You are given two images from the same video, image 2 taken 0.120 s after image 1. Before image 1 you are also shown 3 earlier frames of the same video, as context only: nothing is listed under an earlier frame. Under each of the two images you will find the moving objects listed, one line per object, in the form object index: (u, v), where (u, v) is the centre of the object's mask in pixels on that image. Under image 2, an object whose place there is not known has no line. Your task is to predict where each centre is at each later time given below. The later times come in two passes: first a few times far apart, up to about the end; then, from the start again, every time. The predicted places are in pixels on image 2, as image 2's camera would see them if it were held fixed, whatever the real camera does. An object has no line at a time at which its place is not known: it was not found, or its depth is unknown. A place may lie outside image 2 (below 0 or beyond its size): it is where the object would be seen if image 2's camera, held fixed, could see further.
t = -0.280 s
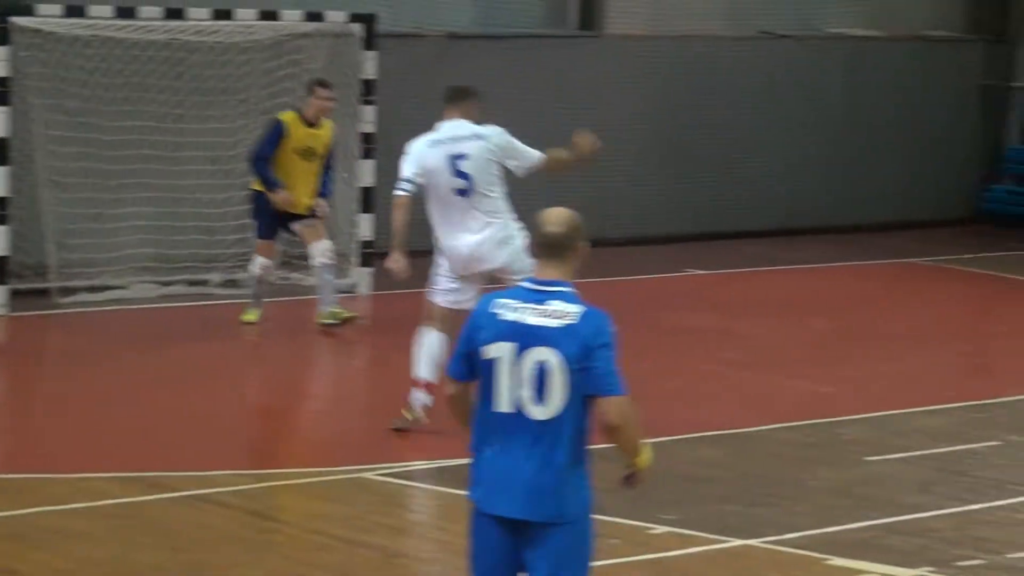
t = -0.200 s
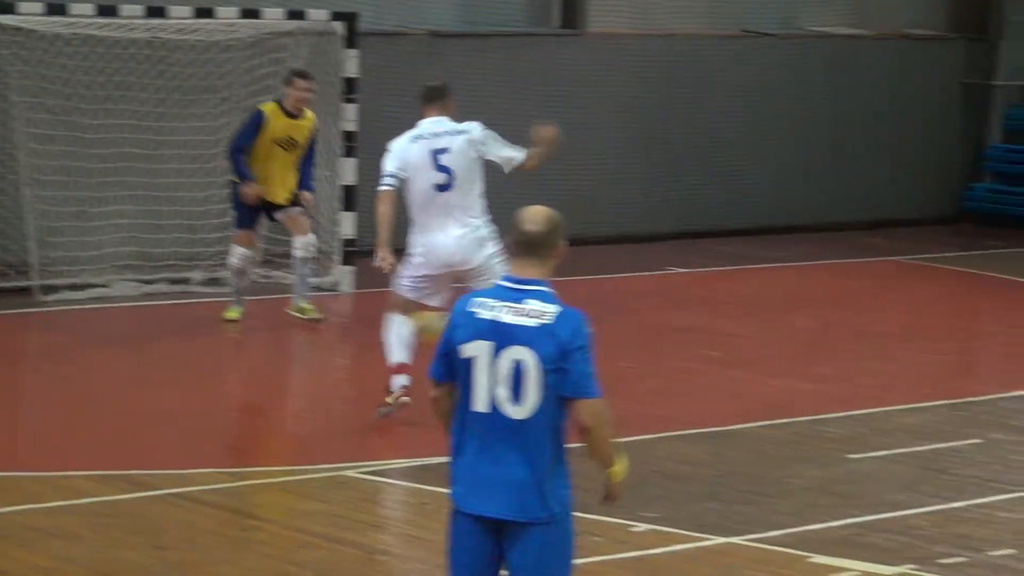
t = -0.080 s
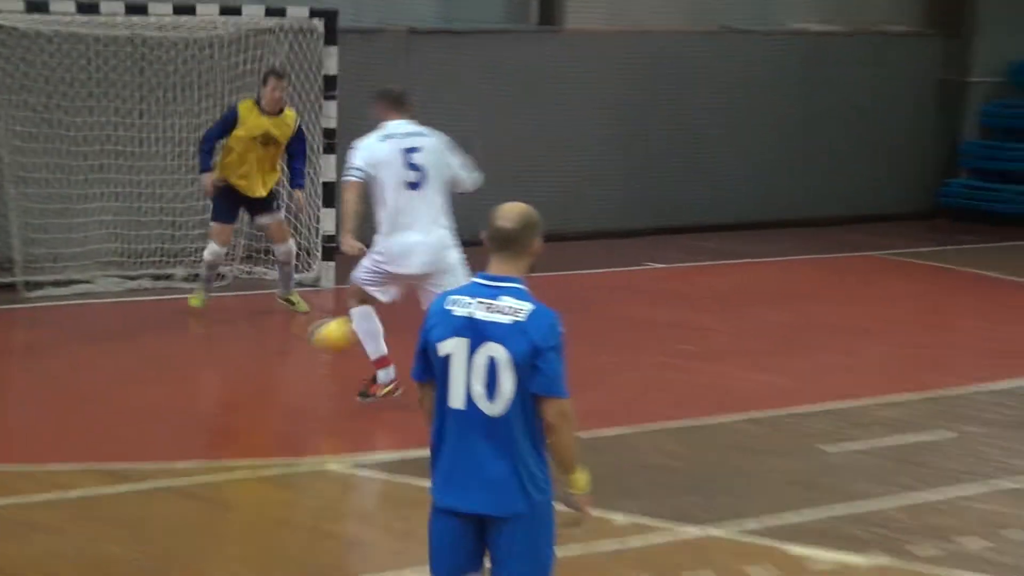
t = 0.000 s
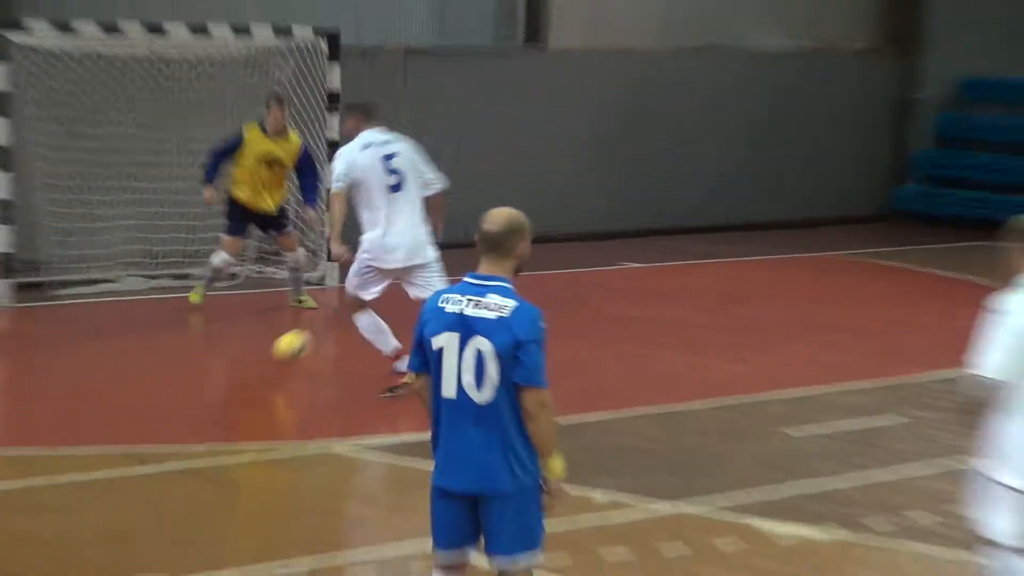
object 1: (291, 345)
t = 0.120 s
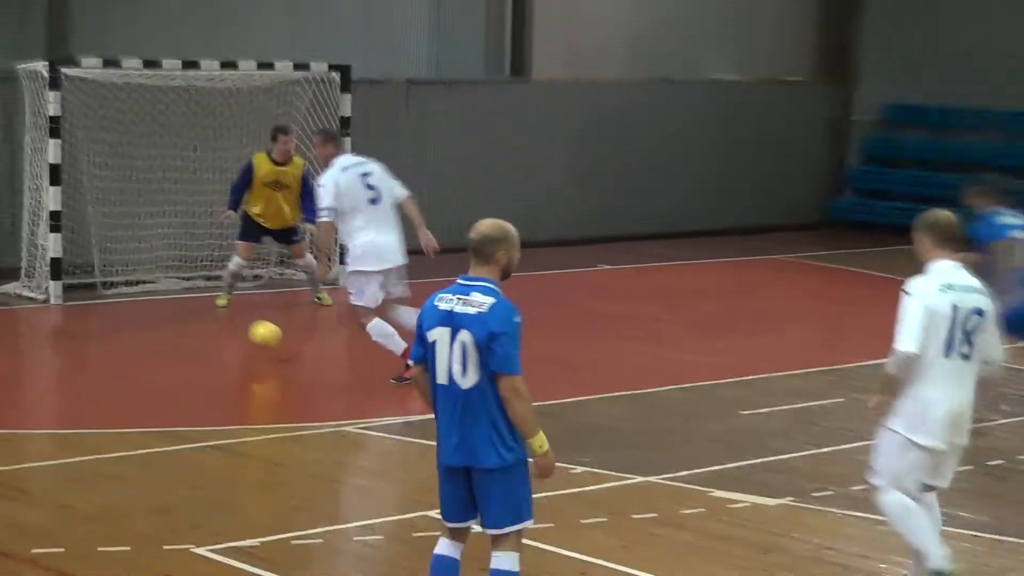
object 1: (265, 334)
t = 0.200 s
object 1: (241, 325)
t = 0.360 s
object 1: (197, 337)
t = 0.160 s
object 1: (253, 327)
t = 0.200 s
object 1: (241, 325)
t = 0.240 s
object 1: (228, 325)
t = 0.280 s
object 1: (218, 327)
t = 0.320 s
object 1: (208, 330)
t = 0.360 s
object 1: (197, 337)
